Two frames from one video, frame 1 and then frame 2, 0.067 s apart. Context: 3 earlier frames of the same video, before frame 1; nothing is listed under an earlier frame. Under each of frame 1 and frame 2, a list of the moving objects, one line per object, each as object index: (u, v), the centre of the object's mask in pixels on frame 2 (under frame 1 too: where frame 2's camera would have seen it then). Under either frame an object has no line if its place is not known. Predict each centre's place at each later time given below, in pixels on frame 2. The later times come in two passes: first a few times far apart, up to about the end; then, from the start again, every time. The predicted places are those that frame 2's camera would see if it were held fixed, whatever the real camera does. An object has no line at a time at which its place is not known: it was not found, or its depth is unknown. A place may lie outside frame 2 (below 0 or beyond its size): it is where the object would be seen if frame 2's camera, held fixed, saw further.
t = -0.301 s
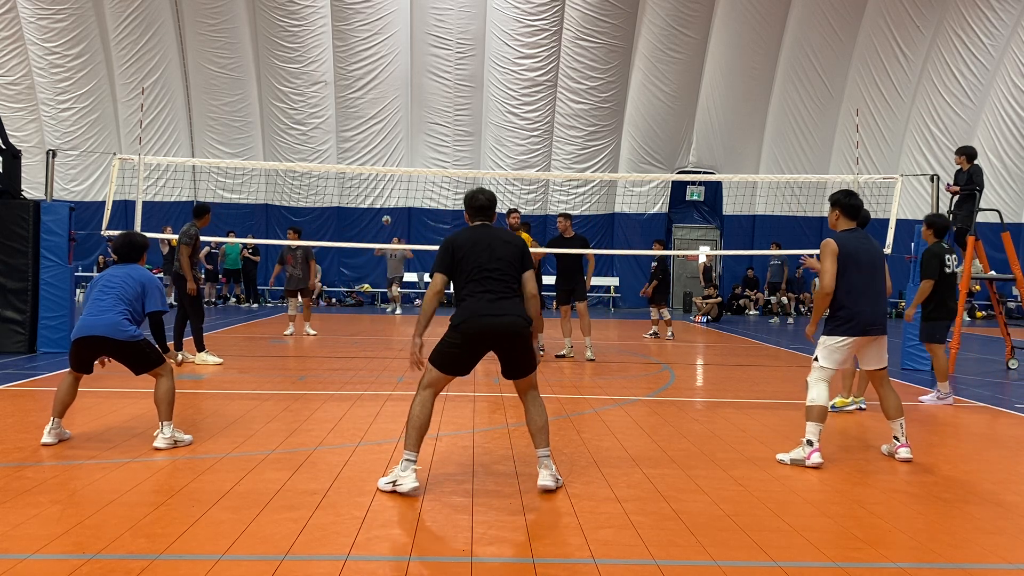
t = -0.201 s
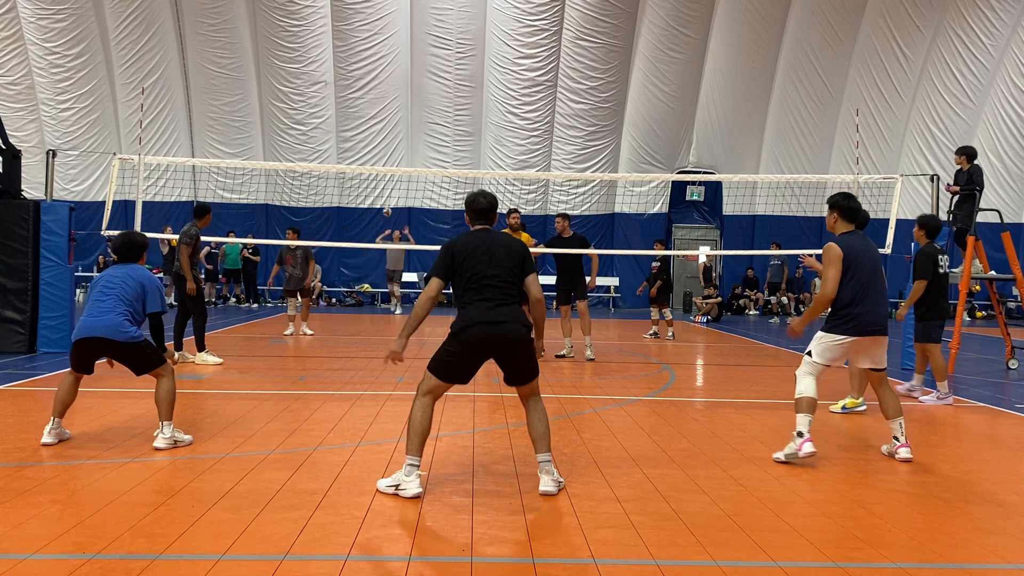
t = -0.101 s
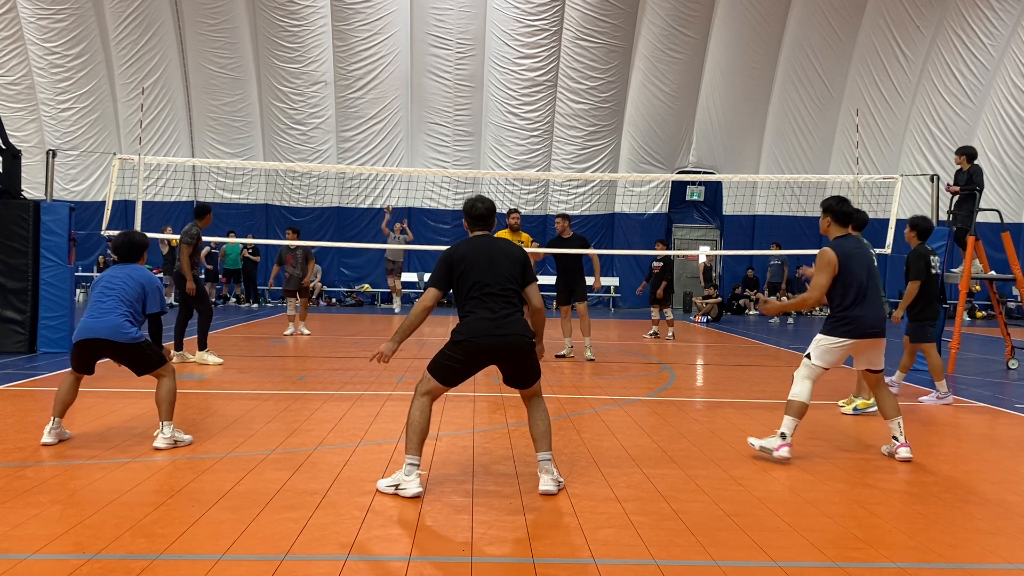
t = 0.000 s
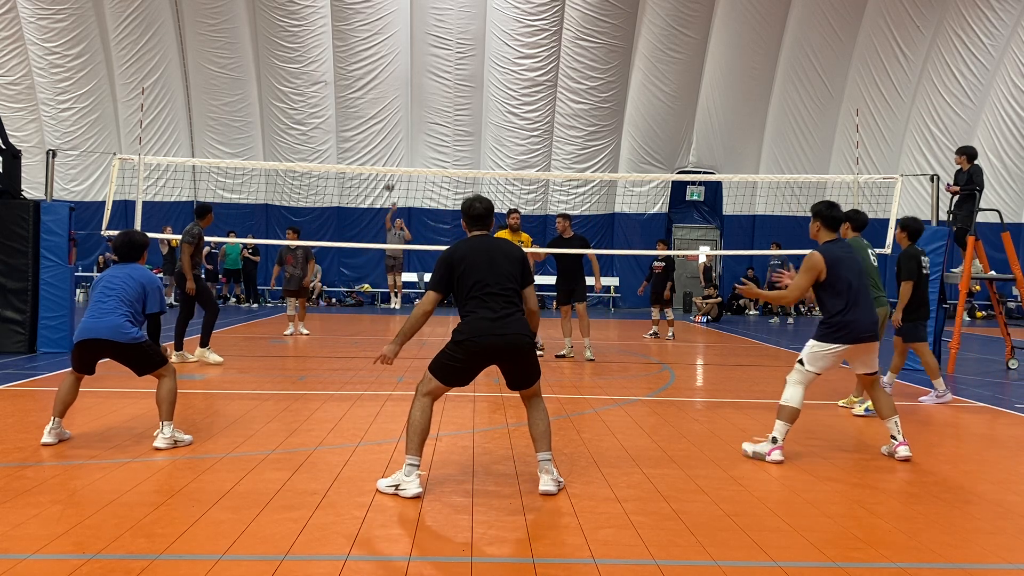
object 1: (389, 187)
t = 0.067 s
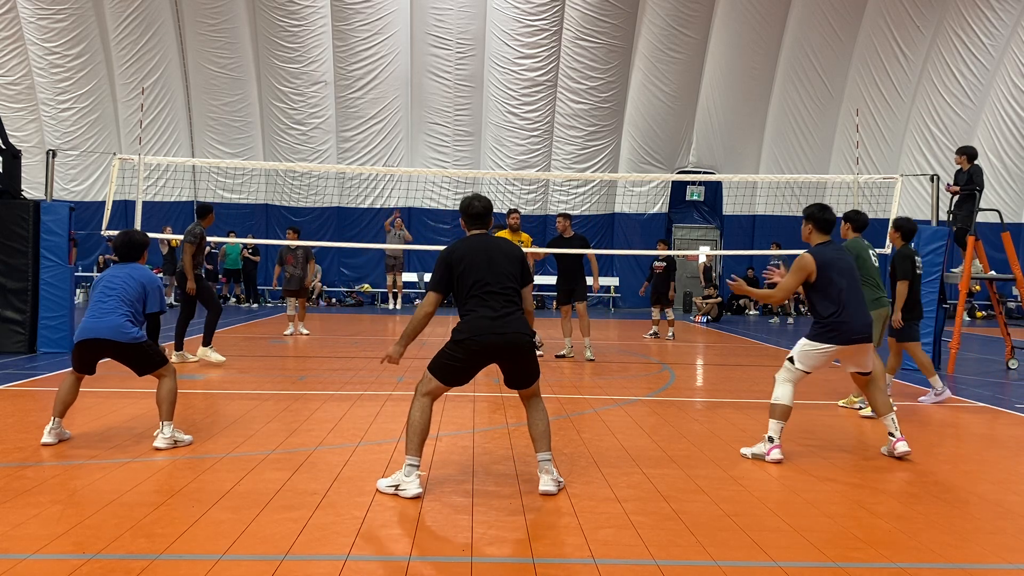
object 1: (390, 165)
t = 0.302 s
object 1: (395, 113)
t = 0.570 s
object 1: (407, 69)
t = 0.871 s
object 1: (431, 64)
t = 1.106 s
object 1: (464, 113)
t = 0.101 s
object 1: (390, 161)
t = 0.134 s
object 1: (391, 152)
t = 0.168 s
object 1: (392, 144)
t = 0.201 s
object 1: (393, 135)
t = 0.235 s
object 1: (394, 128)
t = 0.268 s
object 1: (394, 120)
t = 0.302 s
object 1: (395, 113)
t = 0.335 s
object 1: (396, 106)
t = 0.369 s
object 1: (397, 100)
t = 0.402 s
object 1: (398, 94)
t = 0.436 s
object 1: (400, 88)
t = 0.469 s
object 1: (401, 82)
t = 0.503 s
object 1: (403, 78)
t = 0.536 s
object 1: (405, 73)
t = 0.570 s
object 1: (407, 69)
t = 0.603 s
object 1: (409, 66)
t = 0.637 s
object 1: (411, 63)
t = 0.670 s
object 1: (413, 62)
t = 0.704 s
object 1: (416, 60)
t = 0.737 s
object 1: (419, 60)
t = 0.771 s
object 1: (422, 60)
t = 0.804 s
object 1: (425, 60)
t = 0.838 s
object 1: (428, 62)
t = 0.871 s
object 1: (431, 64)
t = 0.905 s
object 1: (435, 68)
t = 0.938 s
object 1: (439, 73)
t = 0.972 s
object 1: (444, 78)
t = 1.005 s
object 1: (449, 85)
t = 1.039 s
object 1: (453, 93)
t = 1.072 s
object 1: (458, 102)
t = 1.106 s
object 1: (464, 113)
